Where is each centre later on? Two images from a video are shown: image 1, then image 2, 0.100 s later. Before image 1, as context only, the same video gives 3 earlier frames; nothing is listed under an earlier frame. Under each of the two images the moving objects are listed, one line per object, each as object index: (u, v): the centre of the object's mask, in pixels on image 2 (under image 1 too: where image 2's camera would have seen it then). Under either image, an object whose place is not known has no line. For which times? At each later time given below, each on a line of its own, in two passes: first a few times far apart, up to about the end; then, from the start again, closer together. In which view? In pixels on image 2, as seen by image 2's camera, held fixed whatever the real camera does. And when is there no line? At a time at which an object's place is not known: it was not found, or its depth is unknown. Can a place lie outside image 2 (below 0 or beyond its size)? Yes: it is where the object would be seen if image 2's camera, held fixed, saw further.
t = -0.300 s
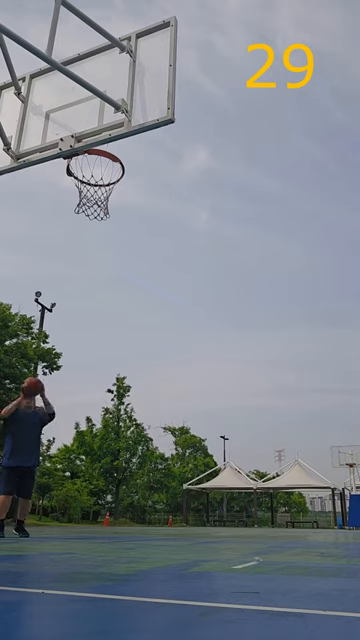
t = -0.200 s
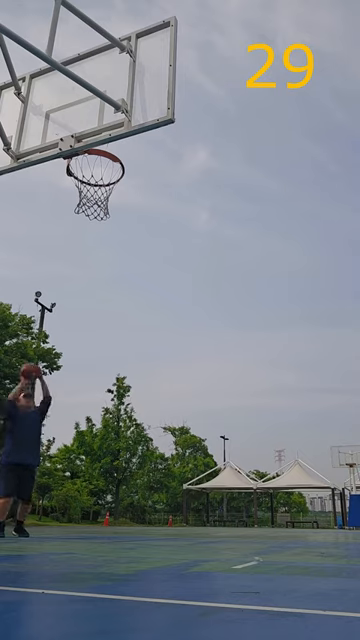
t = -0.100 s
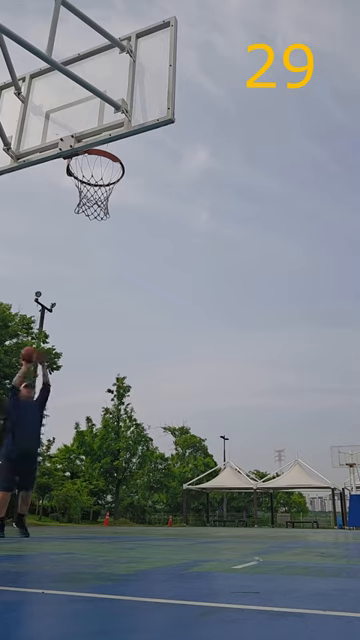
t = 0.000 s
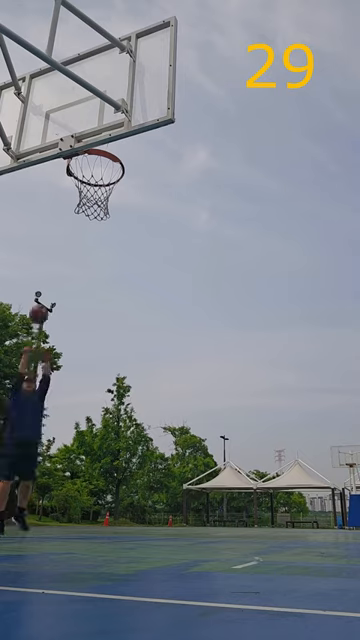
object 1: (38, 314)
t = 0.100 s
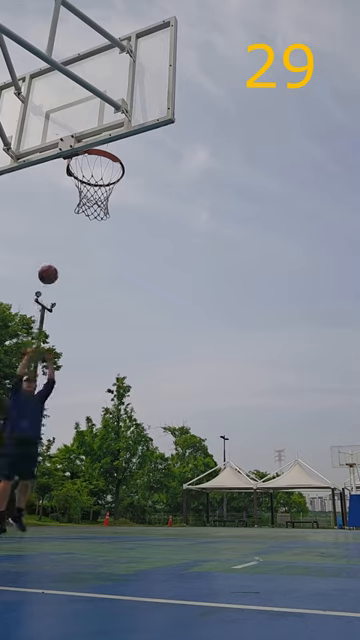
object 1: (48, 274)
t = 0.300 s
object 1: (66, 210)
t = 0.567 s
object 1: (88, 162)
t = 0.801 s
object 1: (99, 156)
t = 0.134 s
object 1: (51, 262)
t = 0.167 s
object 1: (54, 251)
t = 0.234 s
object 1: (60, 229)
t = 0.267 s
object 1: (63, 220)
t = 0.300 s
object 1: (66, 210)
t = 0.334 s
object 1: (68, 202)
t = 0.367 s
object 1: (70, 194)
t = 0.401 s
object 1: (74, 187)
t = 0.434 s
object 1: (77, 180)
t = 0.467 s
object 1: (80, 174)
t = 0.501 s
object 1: (82, 169)
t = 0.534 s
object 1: (86, 164)
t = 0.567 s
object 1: (88, 162)
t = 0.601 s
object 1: (92, 158)
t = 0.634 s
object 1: (95, 156)
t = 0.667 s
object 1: (98, 155)
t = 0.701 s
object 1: (102, 156)
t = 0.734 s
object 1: (104, 156)
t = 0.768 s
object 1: (105, 157)
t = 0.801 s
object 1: (99, 156)
